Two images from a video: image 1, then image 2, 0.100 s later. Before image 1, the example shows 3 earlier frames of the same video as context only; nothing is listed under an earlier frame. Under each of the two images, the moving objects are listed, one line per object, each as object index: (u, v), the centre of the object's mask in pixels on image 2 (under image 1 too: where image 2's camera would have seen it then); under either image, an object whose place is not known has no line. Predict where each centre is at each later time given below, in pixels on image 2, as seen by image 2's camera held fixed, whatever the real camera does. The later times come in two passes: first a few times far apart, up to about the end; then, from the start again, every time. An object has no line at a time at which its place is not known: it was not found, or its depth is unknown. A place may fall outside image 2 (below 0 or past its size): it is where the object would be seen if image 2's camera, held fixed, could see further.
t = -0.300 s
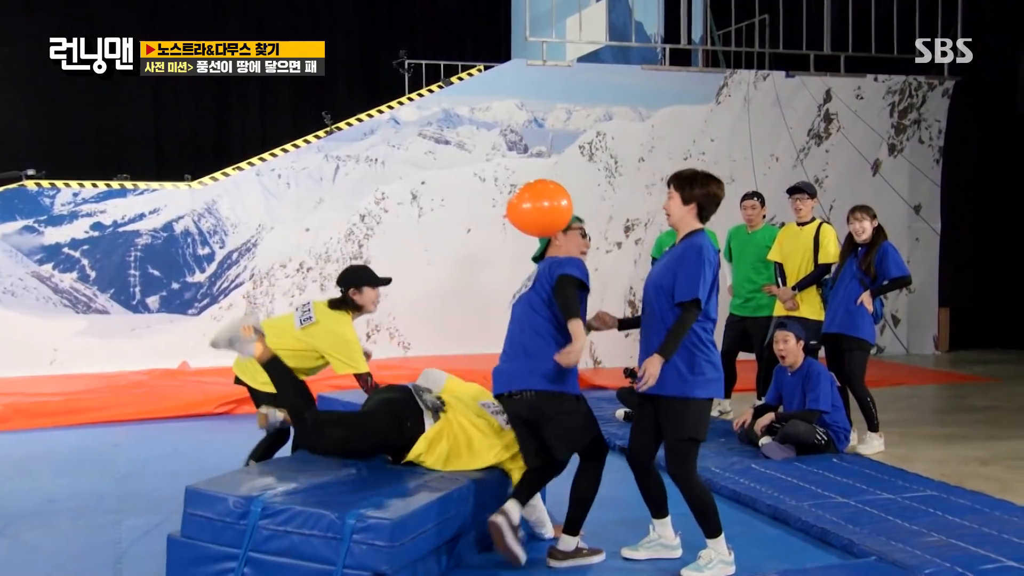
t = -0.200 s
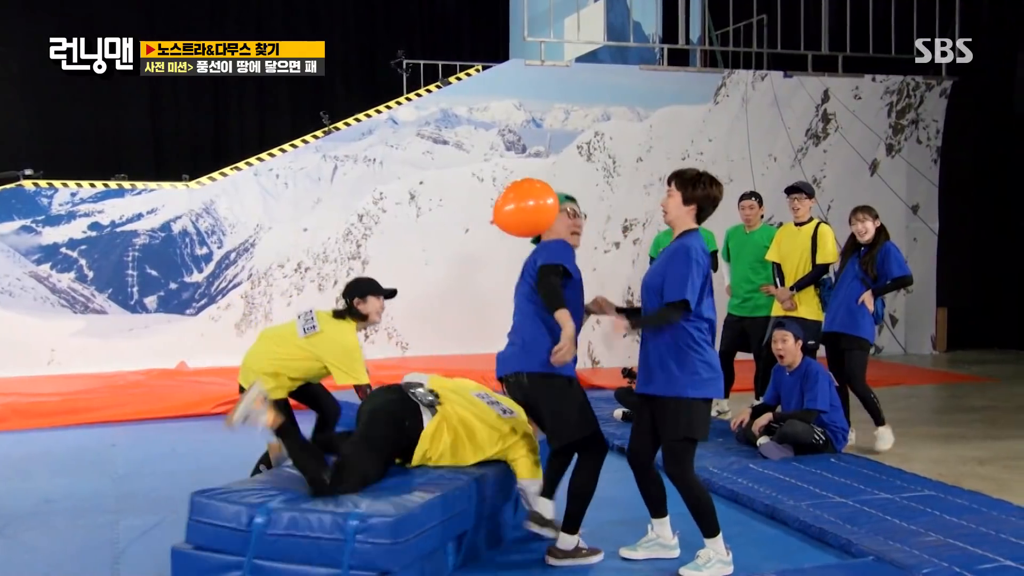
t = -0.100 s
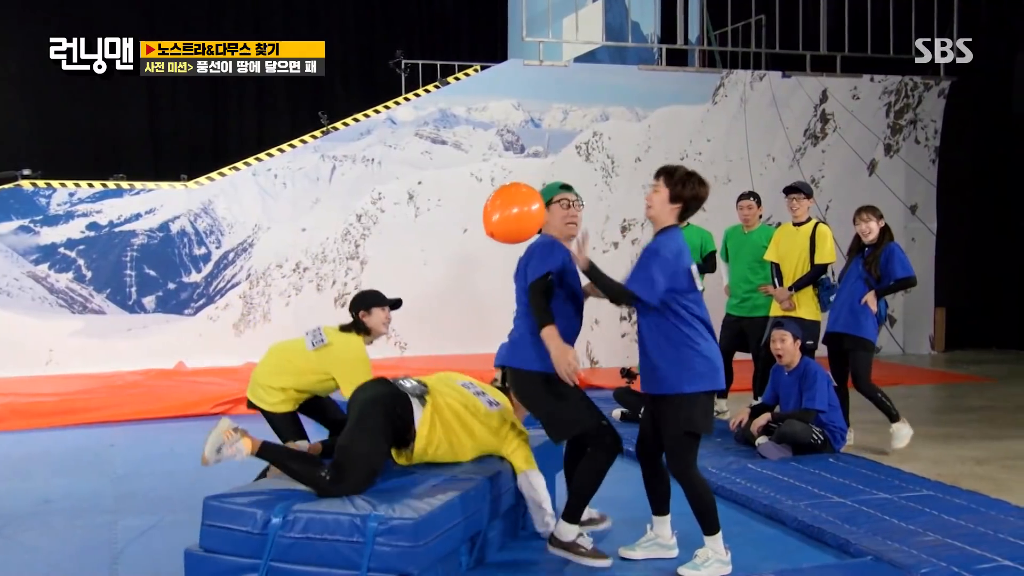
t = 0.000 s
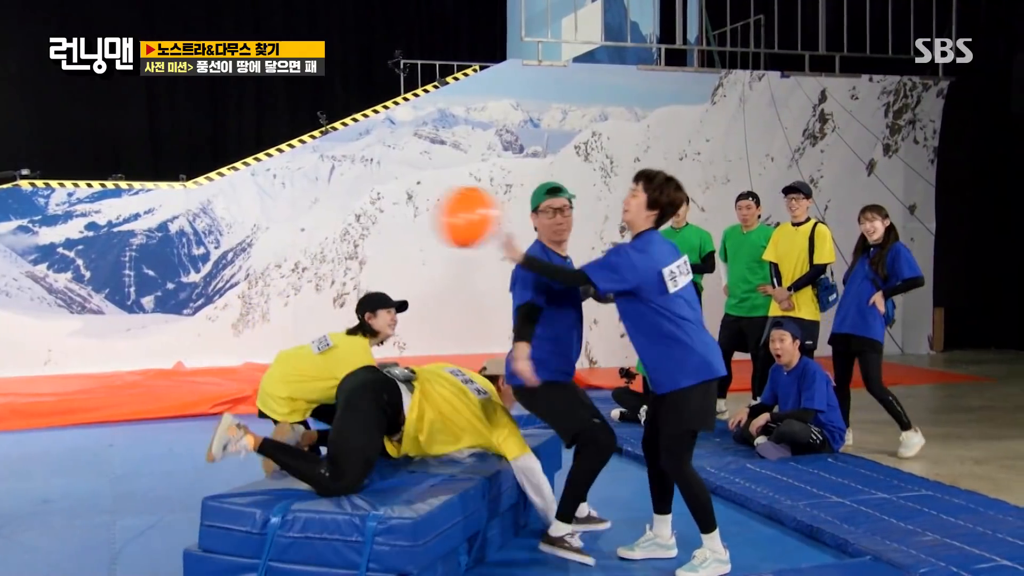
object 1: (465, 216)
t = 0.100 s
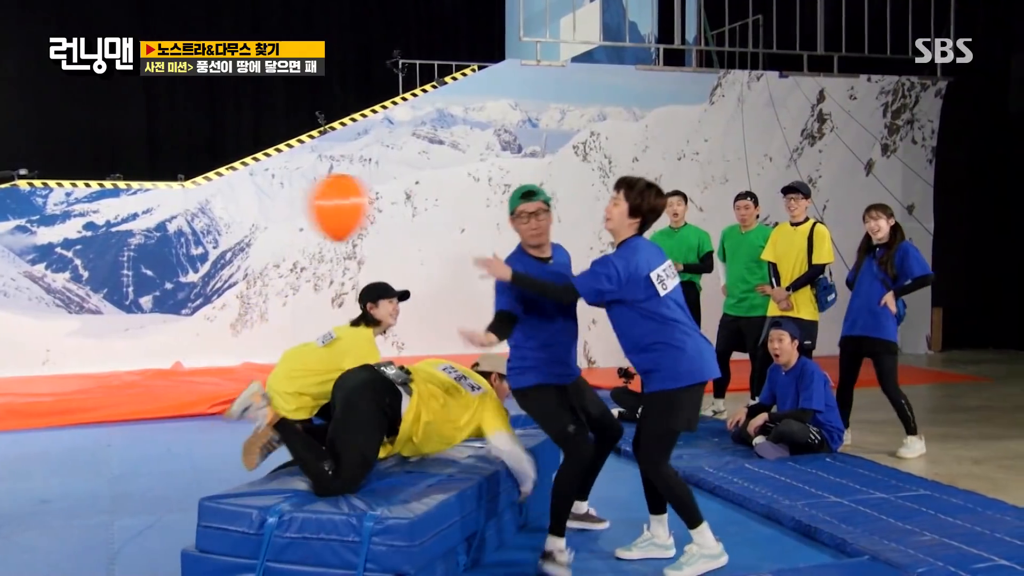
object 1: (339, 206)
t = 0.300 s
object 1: (202, 225)
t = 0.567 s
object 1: (148, 289)
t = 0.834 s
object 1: (114, 372)
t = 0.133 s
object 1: (304, 205)
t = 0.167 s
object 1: (276, 205)
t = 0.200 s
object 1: (252, 207)
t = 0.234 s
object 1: (232, 212)
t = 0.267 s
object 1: (215, 218)
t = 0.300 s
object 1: (202, 225)
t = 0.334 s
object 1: (191, 233)
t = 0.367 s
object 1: (182, 241)
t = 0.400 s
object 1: (175, 249)
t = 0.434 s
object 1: (168, 257)
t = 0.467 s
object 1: (162, 265)
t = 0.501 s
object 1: (157, 273)
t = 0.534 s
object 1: (152, 282)
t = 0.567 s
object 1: (148, 289)
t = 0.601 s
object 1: (145, 298)
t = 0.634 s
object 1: (141, 307)
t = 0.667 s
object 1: (137, 317)
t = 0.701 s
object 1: (133, 327)
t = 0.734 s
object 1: (129, 338)
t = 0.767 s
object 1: (124, 349)
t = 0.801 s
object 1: (119, 361)
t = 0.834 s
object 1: (114, 372)
